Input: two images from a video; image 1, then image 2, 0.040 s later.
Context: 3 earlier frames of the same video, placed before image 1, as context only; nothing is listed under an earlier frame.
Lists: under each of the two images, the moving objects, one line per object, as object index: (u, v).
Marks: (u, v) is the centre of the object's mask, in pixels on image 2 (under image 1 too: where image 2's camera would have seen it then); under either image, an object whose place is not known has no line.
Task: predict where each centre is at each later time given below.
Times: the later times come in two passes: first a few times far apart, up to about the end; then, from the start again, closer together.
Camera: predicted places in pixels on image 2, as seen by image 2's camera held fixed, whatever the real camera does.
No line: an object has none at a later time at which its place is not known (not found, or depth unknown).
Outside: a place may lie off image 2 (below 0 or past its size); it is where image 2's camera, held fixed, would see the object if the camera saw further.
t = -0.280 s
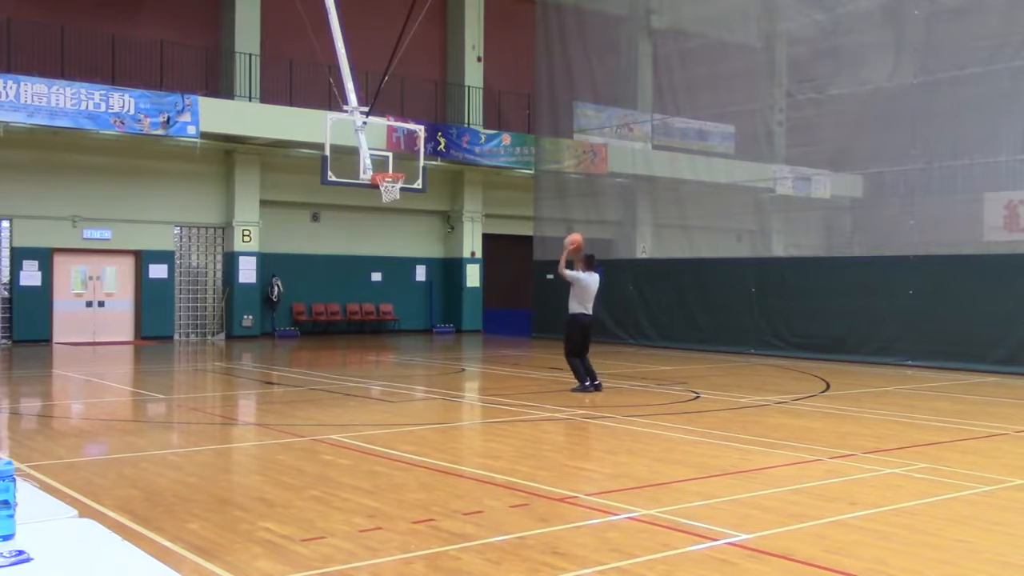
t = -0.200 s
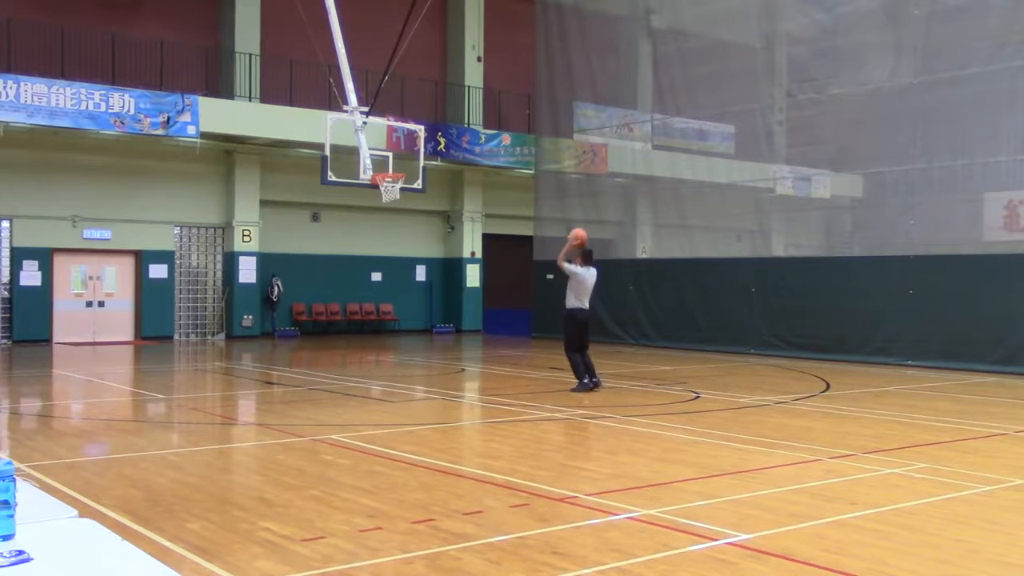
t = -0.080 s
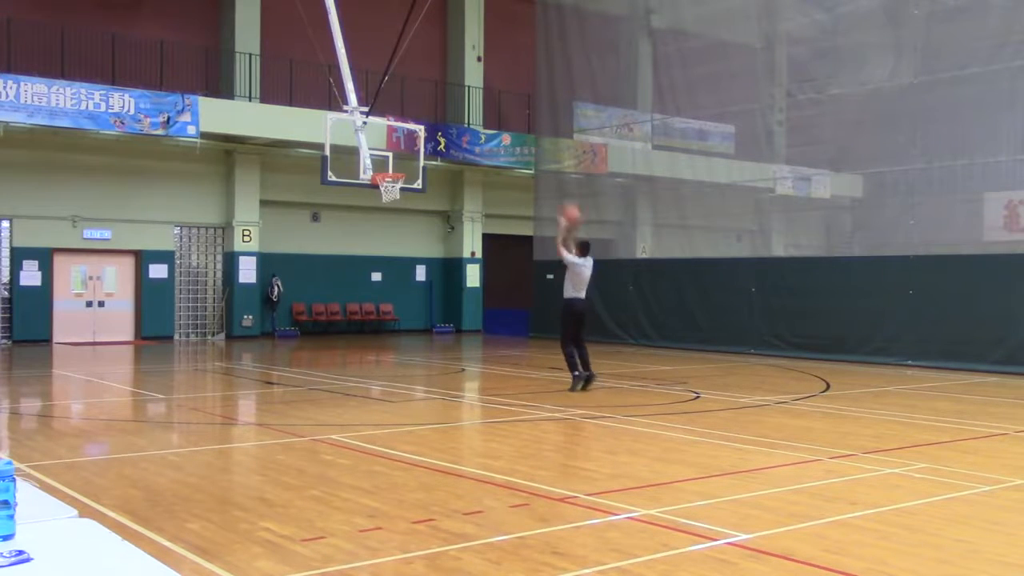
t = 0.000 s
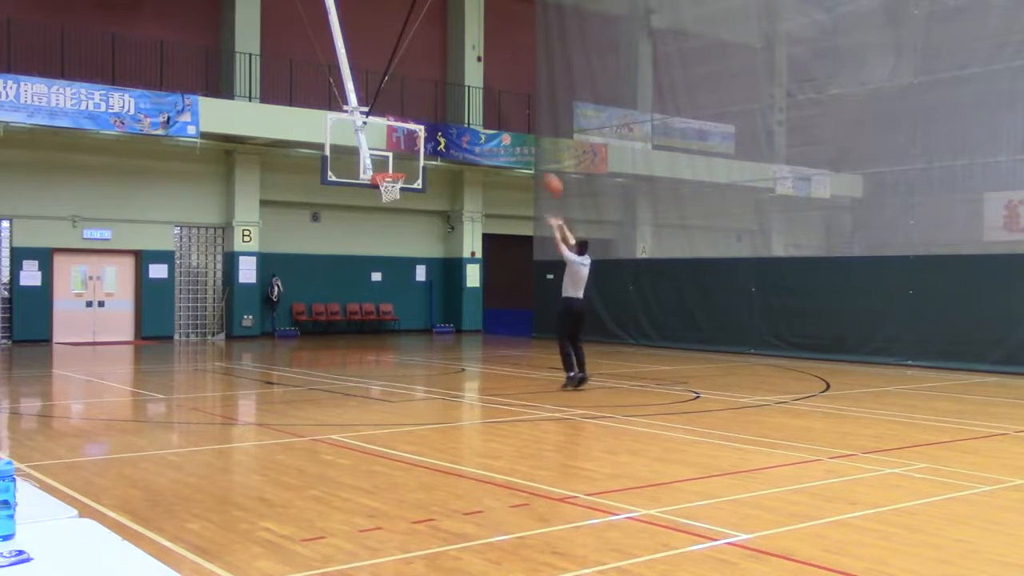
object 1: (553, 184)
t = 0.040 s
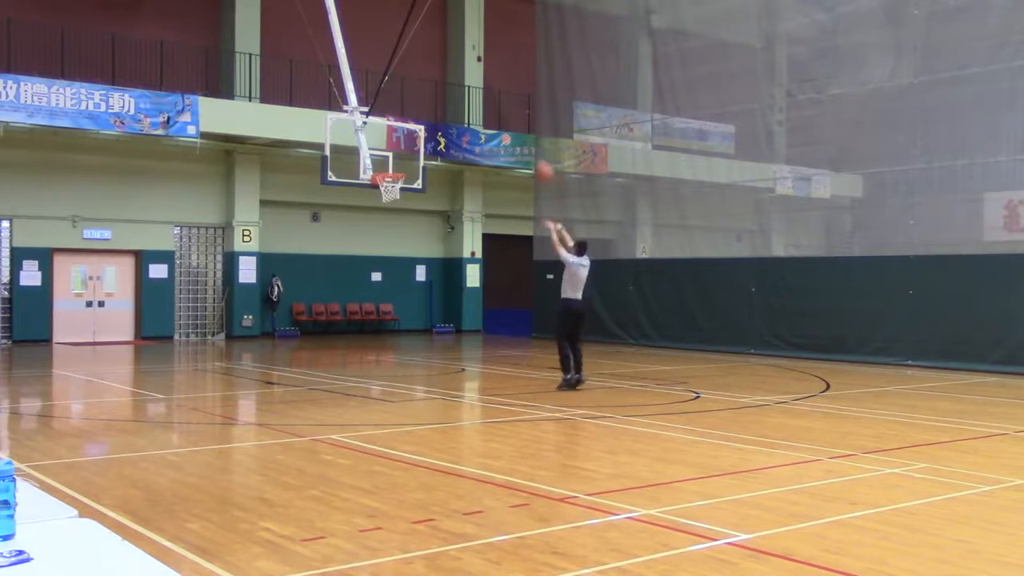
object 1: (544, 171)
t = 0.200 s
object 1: (509, 132)
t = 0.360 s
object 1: (478, 113)
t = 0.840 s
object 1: (394, 150)
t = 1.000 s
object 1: (384, 145)
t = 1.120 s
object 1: (385, 124)
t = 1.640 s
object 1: (386, 132)
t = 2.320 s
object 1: (403, 309)
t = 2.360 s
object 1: (403, 324)
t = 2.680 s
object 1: (411, 290)
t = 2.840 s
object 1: (415, 264)
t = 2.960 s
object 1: (416, 257)
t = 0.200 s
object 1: (509, 132)
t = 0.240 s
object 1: (501, 125)
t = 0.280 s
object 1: (493, 120)
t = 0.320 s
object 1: (486, 118)
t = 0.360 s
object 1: (478, 113)
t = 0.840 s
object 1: (394, 150)
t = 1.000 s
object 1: (384, 145)
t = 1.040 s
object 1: (383, 137)
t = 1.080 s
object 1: (384, 131)
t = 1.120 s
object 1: (385, 124)
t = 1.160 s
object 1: (385, 118)
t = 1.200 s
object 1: (385, 113)
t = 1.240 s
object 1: (385, 110)
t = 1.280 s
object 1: (385, 108)
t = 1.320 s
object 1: (385, 107)
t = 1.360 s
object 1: (385, 107)
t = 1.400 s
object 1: (385, 108)
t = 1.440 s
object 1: (386, 108)
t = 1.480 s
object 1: (386, 111)
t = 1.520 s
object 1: (385, 114)
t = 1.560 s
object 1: (386, 119)
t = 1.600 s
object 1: (386, 124)
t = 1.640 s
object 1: (386, 132)
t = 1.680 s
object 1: (386, 138)
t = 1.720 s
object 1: (386, 147)
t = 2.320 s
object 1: (403, 309)
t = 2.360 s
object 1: (403, 324)
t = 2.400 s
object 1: (403, 341)
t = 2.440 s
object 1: (404, 355)
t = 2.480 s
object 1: (407, 341)
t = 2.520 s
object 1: (408, 329)
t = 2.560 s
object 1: (409, 317)
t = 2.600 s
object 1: (410, 308)
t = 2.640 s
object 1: (410, 298)
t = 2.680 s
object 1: (411, 290)
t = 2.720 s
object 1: (411, 282)
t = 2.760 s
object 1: (412, 275)
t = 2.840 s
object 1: (415, 264)
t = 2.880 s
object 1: (415, 261)
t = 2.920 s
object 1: (415, 259)
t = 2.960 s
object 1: (416, 257)
